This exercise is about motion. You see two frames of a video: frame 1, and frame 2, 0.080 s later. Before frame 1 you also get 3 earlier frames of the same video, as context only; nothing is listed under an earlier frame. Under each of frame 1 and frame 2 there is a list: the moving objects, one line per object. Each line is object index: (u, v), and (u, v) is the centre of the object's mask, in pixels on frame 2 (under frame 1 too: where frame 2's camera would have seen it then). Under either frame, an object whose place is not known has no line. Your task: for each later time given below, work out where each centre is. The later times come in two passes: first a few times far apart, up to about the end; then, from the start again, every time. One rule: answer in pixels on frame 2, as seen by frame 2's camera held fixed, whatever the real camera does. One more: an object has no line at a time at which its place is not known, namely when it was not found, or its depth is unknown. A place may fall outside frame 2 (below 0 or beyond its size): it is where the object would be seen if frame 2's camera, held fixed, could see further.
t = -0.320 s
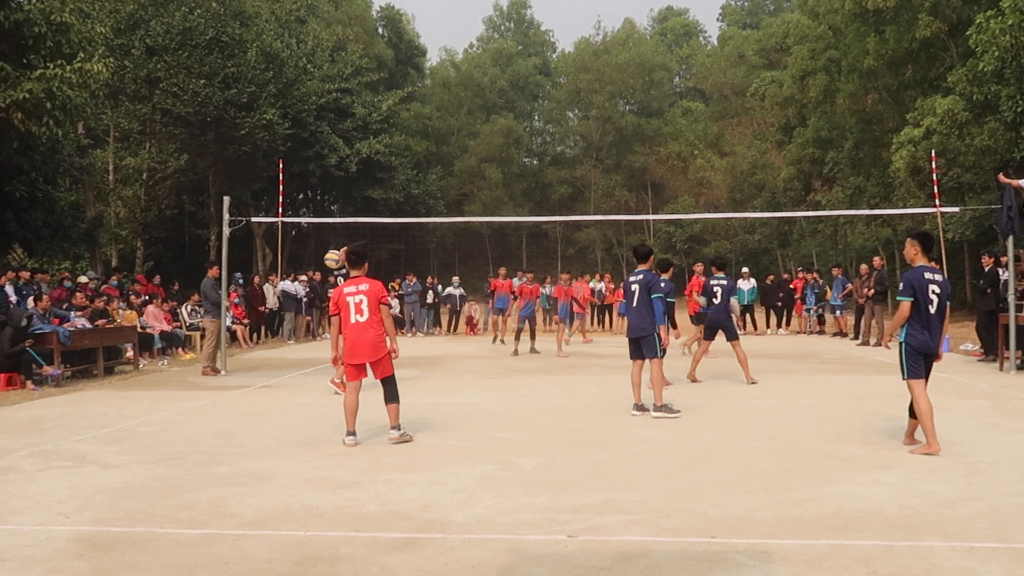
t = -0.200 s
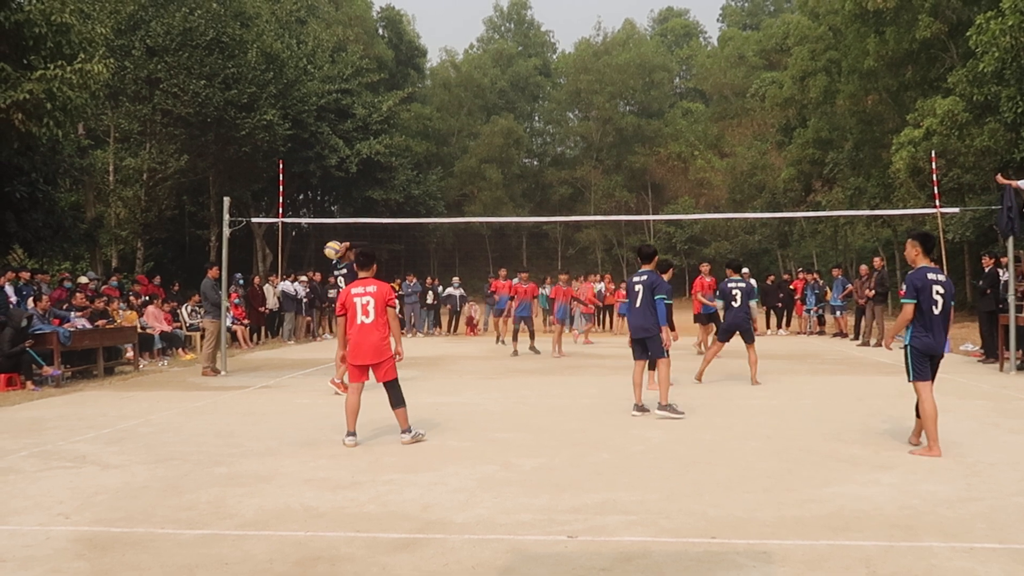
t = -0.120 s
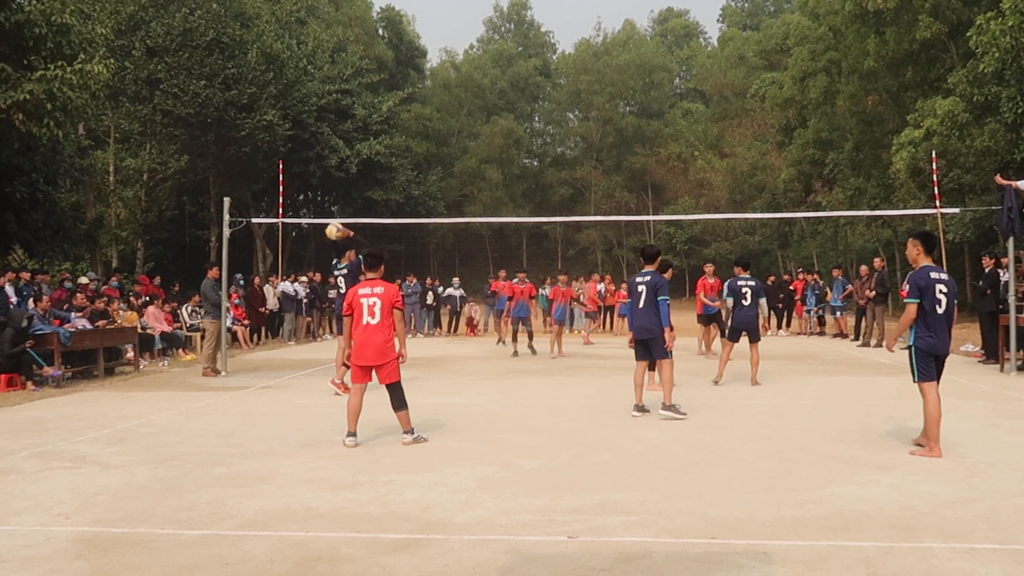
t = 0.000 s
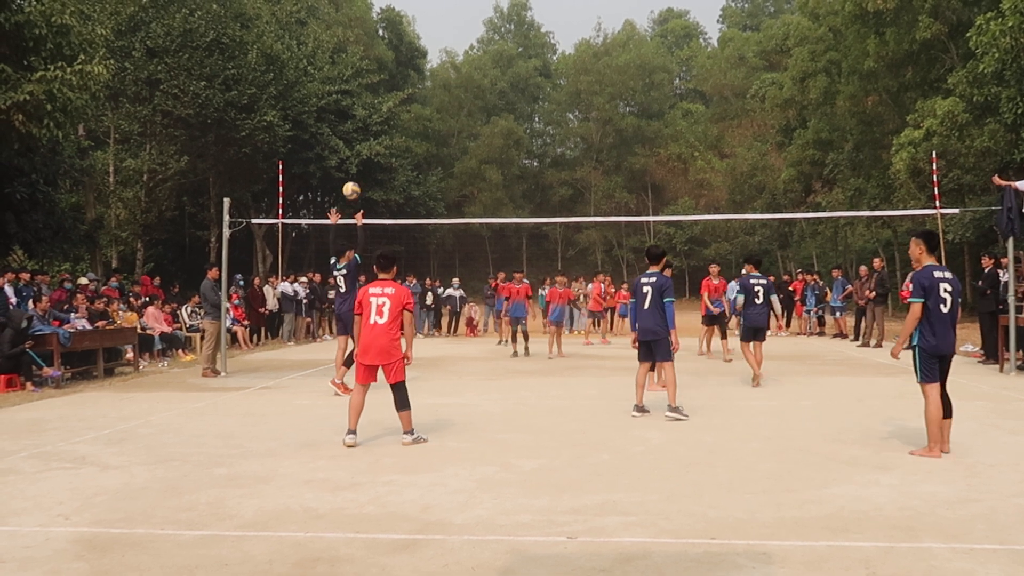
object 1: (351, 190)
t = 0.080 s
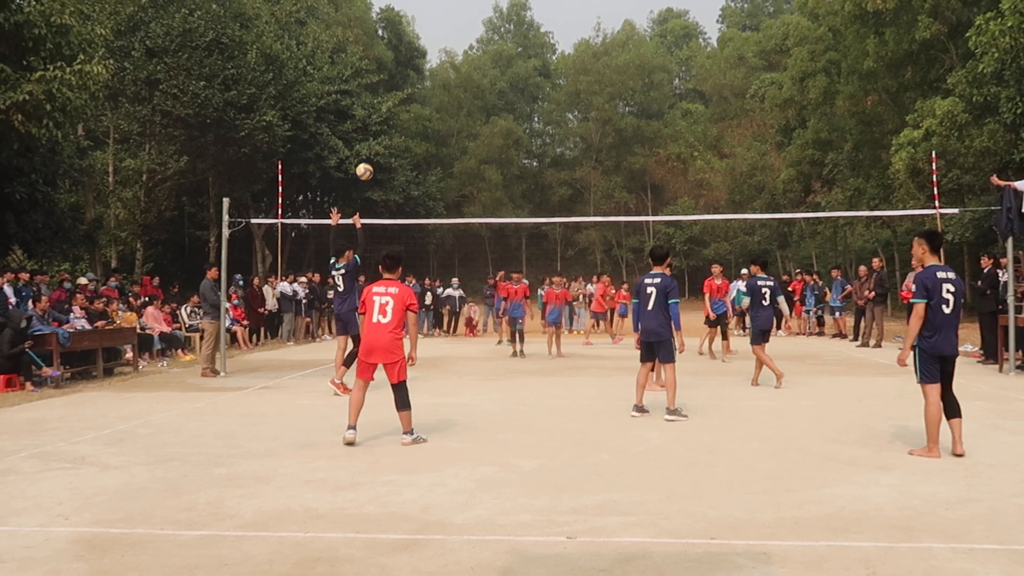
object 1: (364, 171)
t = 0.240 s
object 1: (387, 149)
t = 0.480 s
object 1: (415, 155)
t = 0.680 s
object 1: (434, 187)
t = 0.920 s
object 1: (453, 252)
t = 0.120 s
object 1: (370, 164)
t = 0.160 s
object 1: (376, 157)
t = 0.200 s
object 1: (382, 153)
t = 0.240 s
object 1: (387, 149)
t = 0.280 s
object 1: (393, 148)
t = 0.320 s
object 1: (398, 147)
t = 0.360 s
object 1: (402, 148)
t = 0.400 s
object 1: (407, 149)
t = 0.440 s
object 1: (411, 152)
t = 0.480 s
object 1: (415, 155)
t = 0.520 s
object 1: (419, 159)
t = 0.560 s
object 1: (423, 165)
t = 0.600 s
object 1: (427, 171)
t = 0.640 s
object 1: (430, 178)
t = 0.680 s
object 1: (434, 187)
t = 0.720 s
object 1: (437, 196)
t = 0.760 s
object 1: (441, 206)
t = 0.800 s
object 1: (444, 214)
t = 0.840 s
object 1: (447, 228)
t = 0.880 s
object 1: (450, 239)
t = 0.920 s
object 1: (453, 252)
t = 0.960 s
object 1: (456, 265)
